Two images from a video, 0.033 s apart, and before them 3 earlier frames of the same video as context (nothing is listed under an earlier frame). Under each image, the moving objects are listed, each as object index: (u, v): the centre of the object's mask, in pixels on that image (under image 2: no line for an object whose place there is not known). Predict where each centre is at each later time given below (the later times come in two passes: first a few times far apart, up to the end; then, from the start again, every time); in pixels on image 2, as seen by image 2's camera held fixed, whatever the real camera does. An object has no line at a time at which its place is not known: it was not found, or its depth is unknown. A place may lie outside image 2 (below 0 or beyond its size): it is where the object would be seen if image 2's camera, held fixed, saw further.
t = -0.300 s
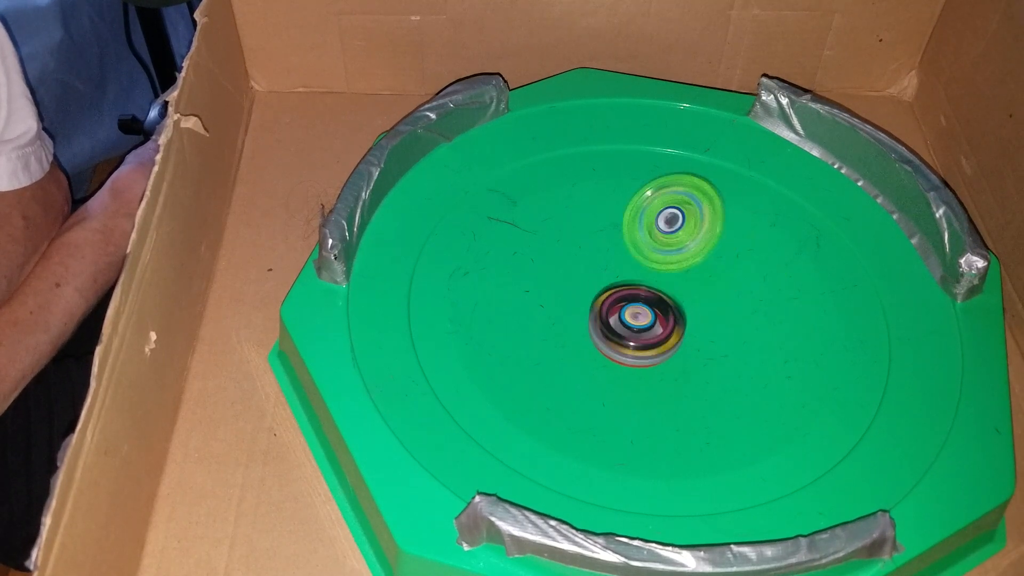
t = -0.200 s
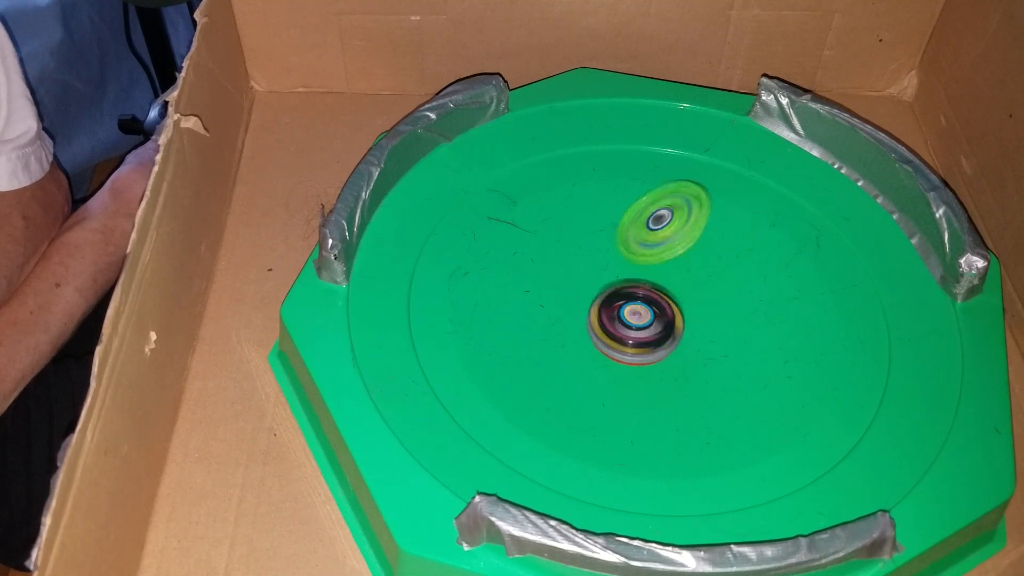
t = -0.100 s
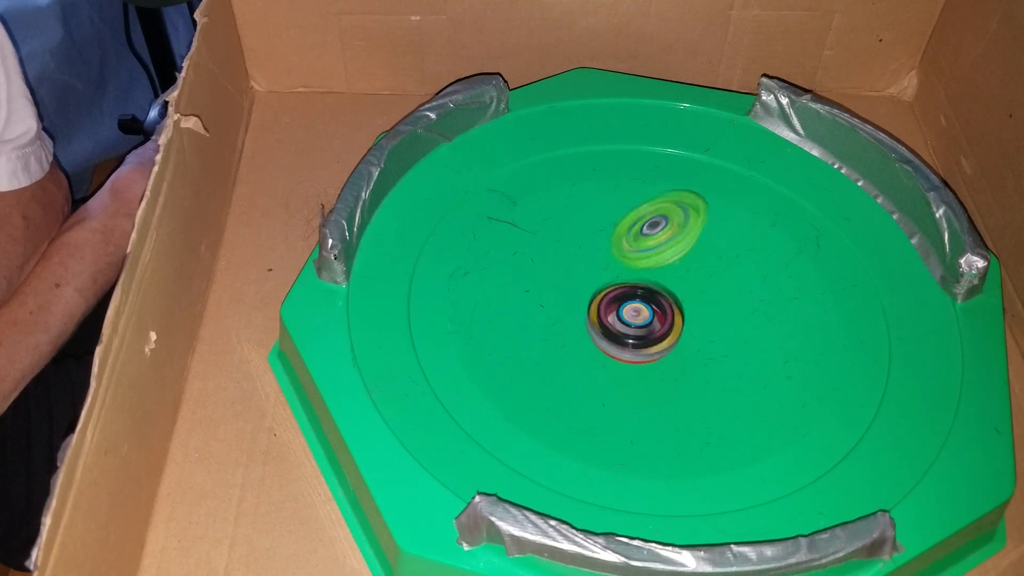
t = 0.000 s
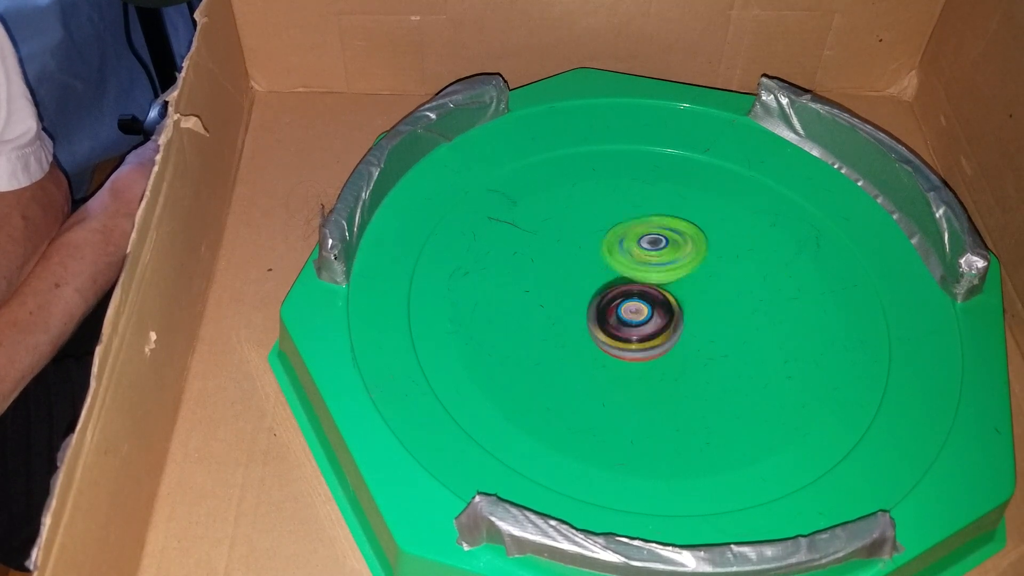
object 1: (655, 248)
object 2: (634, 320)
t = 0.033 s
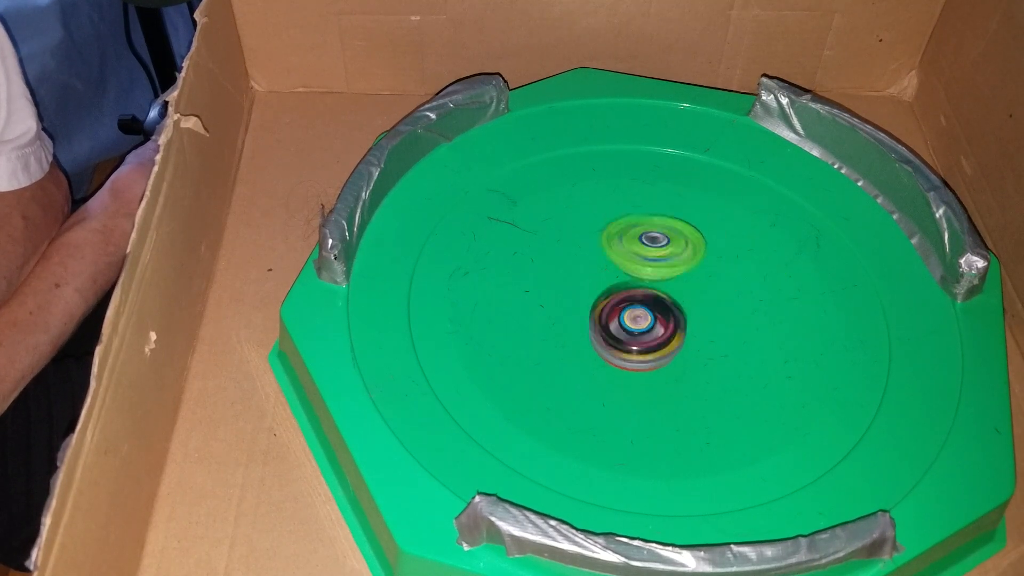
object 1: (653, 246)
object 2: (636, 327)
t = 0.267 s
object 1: (650, 254)
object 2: (634, 342)
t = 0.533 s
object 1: (637, 253)
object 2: (633, 337)
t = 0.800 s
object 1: (662, 218)
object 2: (641, 397)
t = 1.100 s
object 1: (671, 230)
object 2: (631, 406)
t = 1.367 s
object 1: (718, 266)
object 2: (679, 329)
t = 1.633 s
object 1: (716, 262)
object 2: (670, 342)
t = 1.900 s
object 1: (742, 293)
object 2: (650, 323)
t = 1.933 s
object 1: (743, 293)
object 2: (646, 319)
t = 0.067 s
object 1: (652, 242)
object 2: (639, 335)
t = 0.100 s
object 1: (653, 241)
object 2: (641, 337)
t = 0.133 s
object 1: (658, 243)
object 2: (642, 334)
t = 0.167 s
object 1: (661, 249)
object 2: (641, 333)
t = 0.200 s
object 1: (661, 253)
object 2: (640, 333)
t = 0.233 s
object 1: (655, 256)
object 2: (637, 339)
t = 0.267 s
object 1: (650, 254)
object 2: (634, 342)
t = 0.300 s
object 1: (643, 257)
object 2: (635, 344)
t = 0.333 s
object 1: (637, 259)
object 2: (634, 343)
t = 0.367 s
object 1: (631, 260)
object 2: (634, 343)
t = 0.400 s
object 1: (630, 257)
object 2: (634, 342)
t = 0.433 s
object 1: (629, 255)
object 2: (635, 341)
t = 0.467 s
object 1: (630, 255)
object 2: (633, 340)
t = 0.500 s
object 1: (632, 256)
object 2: (634, 338)
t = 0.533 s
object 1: (637, 253)
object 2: (633, 337)
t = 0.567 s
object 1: (640, 254)
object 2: (633, 336)
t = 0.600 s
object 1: (644, 257)
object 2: (632, 336)
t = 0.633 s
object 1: (651, 259)
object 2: (632, 334)
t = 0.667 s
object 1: (656, 260)
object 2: (632, 333)
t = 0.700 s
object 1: (659, 266)
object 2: (632, 332)
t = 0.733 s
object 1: (662, 248)
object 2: (638, 352)
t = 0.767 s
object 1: (662, 230)
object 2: (640, 377)
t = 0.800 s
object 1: (662, 218)
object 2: (641, 397)
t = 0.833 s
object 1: (664, 207)
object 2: (641, 409)
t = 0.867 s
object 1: (666, 201)
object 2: (639, 417)
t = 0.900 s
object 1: (668, 200)
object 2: (638, 420)
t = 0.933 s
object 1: (670, 200)
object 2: (639, 422)
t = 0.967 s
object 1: (672, 204)
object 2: (640, 420)
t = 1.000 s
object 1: (673, 208)
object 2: (637, 415)
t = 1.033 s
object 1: (672, 216)
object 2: (633, 413)
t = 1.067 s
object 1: (671, 223)
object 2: (633, 409)
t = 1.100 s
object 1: (671, 230)
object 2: (631, 406)
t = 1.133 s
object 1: (671, 238)
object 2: (631, 401)
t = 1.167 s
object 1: (671, 247)
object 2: (635, 392)
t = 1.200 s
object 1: (675, 255)
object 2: (641, 383)
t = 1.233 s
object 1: (679, 266)
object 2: (645, 373)
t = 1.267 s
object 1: (686, 276)
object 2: (652, 357)
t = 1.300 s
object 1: (698, 278)
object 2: (661, 344)
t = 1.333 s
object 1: (707, 273)
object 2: (672, 332)
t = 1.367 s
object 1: (718, 266)
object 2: (679, 329)
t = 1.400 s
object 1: (720, 263)
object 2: (683, 341)
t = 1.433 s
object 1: (721, 259)
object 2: (683, 345)
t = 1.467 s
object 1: (722, 256)
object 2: (687, 345)
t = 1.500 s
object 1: (721, 256)
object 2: (686, 344)
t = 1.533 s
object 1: (720, 257)
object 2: (685, 342)
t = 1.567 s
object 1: (719, 259)
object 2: (679, 341)
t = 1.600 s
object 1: (718, 260)
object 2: (675, 340)
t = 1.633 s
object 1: (716, 262)
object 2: (670, 342)
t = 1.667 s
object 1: (717, 263)
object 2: (671, 341)
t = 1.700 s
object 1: (716, 268)
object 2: (670, 342)
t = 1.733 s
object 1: (718, 272)
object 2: (670, 340)
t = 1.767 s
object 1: (722, 278)
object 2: (666, 339)
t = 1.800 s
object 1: (729, 284)
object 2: (665, 335)
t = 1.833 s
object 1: (735, 289)
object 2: (660, 332)
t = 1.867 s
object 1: (740, 292)
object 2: (657, 327)
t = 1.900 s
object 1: (742, 293)
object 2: (650, 323)
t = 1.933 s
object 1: (743, 293)
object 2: (646, 319)
